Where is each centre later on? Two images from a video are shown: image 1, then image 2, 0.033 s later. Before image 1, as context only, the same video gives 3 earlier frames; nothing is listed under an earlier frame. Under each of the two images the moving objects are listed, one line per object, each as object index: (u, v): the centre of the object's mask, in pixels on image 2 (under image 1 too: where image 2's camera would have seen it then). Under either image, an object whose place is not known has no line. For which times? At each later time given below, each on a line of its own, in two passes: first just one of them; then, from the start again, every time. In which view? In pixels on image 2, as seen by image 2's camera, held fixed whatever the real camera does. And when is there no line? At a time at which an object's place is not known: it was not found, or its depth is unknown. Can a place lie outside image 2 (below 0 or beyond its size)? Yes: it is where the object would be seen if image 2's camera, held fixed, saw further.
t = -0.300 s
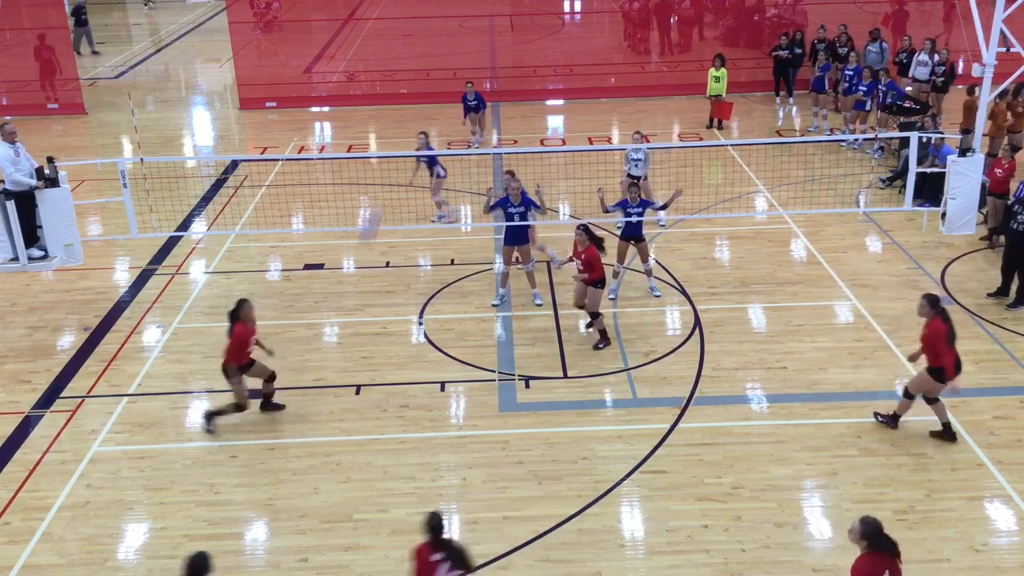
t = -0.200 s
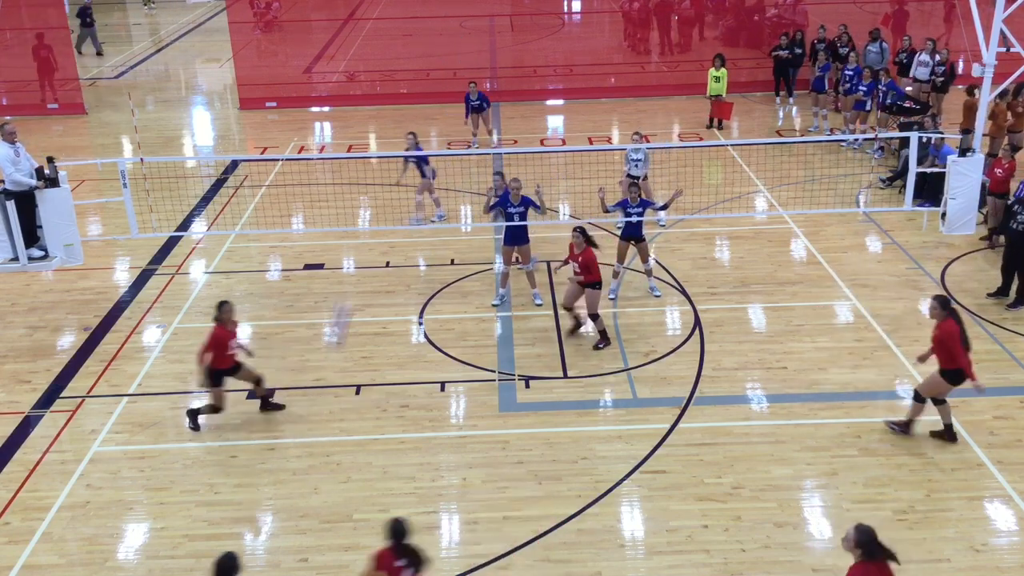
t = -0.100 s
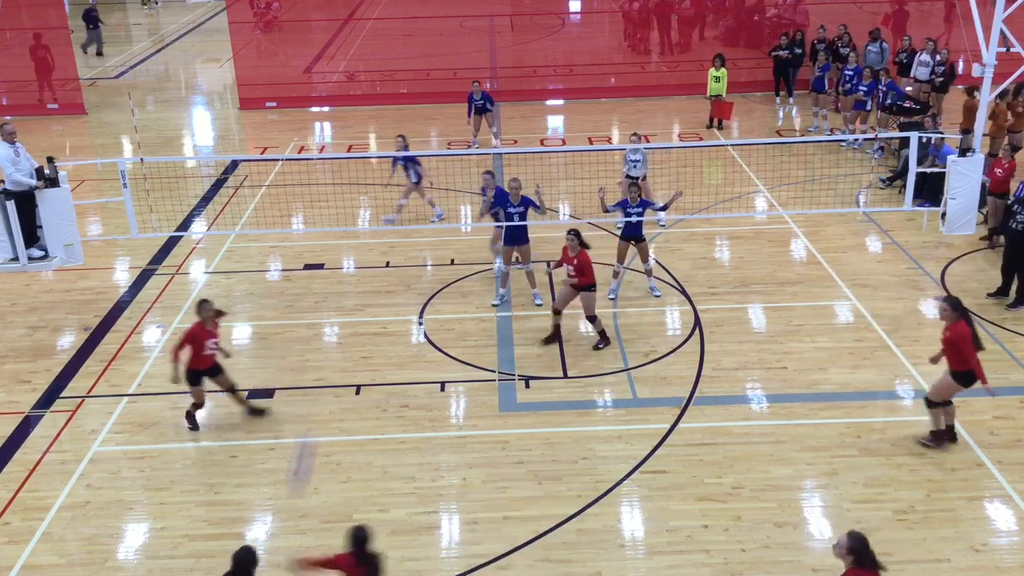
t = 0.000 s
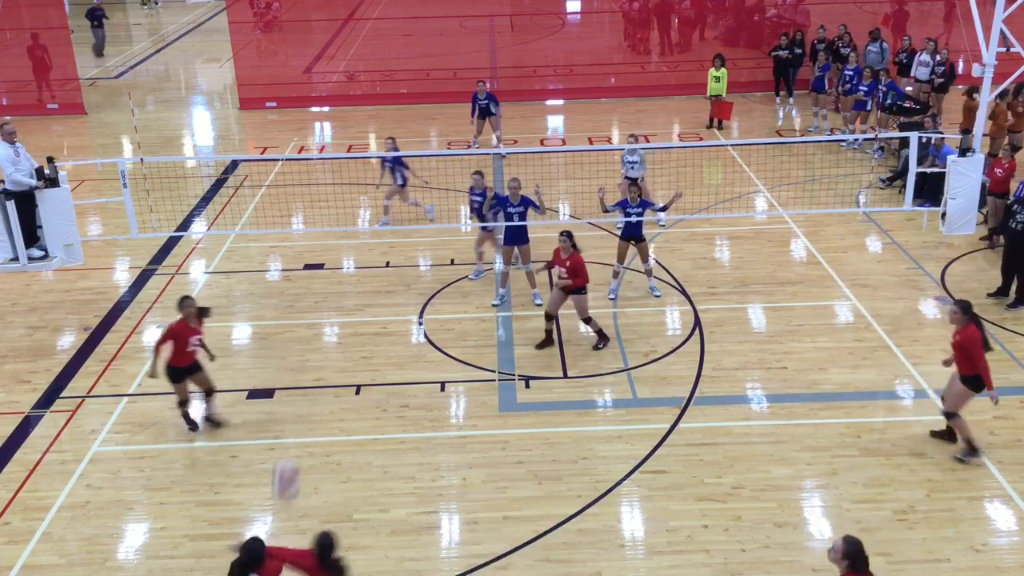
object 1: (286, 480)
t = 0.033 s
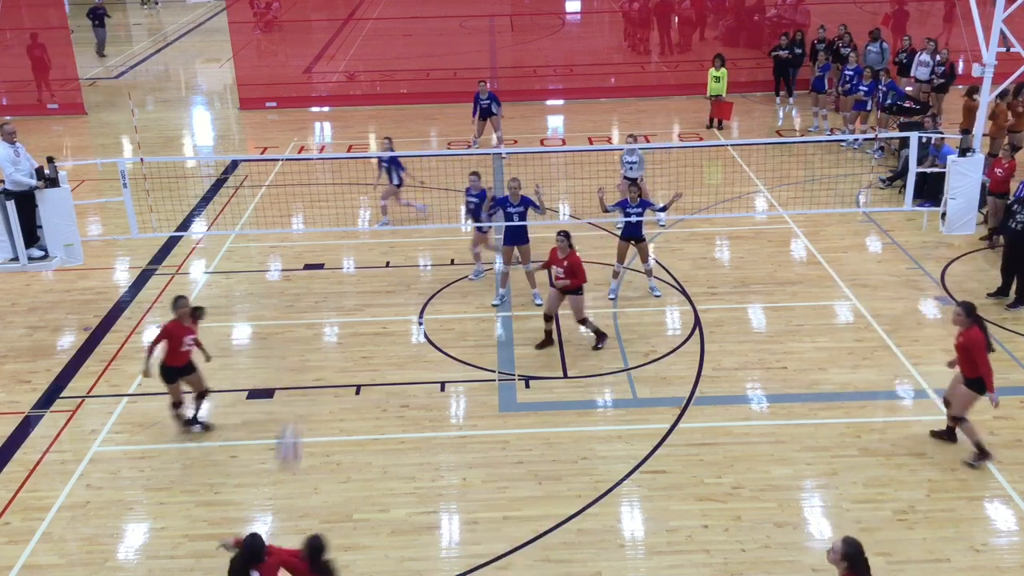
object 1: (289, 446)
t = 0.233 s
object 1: (308, 271)
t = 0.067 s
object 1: (292, 413)
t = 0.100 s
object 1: (295, 379)
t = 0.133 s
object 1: (297, 352)
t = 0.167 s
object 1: (301, 325)
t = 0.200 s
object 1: (304, 297)
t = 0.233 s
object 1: (308, 271)
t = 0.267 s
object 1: (312, 246)
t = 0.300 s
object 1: (317, 225)
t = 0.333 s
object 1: (320, 204)
